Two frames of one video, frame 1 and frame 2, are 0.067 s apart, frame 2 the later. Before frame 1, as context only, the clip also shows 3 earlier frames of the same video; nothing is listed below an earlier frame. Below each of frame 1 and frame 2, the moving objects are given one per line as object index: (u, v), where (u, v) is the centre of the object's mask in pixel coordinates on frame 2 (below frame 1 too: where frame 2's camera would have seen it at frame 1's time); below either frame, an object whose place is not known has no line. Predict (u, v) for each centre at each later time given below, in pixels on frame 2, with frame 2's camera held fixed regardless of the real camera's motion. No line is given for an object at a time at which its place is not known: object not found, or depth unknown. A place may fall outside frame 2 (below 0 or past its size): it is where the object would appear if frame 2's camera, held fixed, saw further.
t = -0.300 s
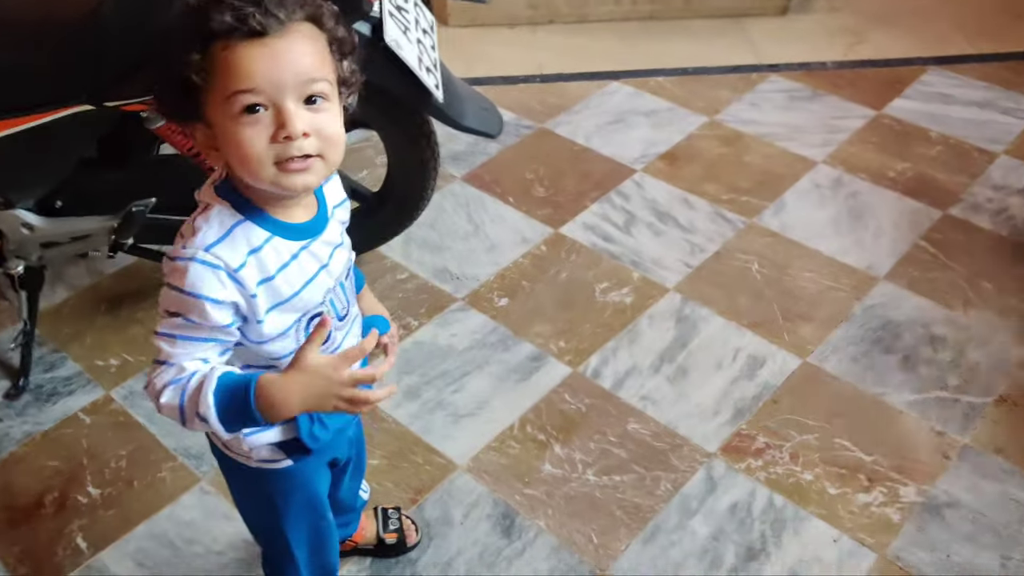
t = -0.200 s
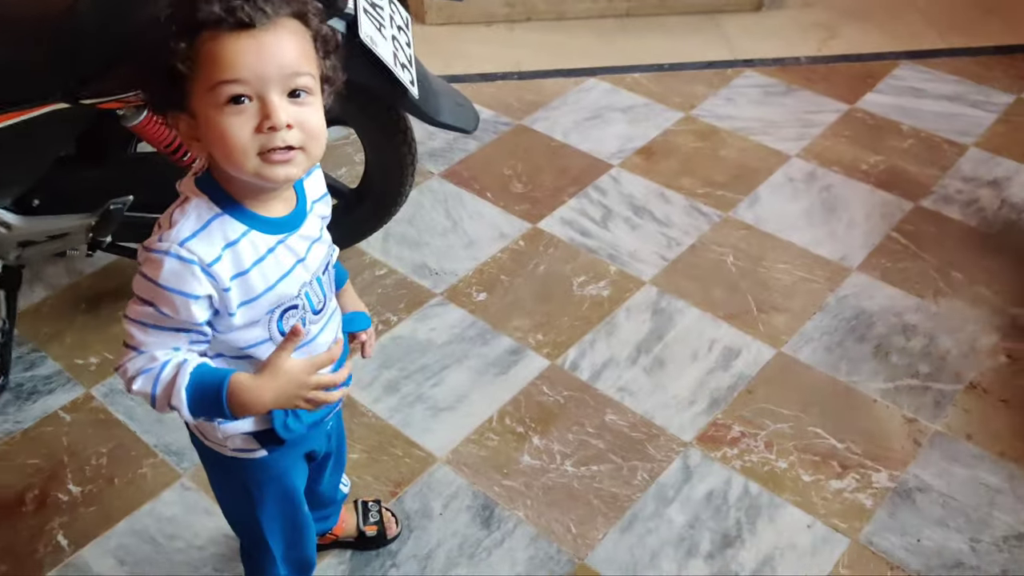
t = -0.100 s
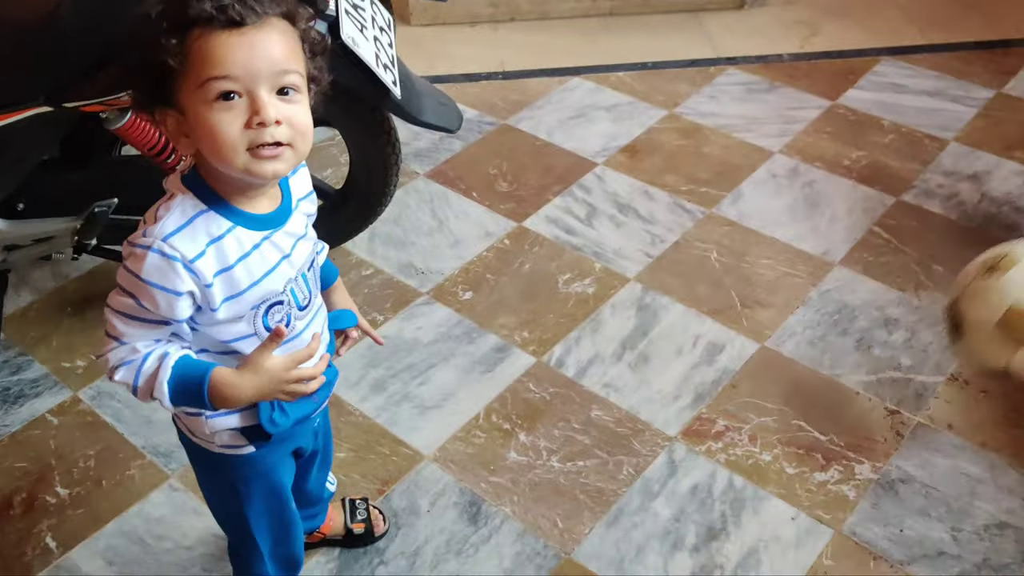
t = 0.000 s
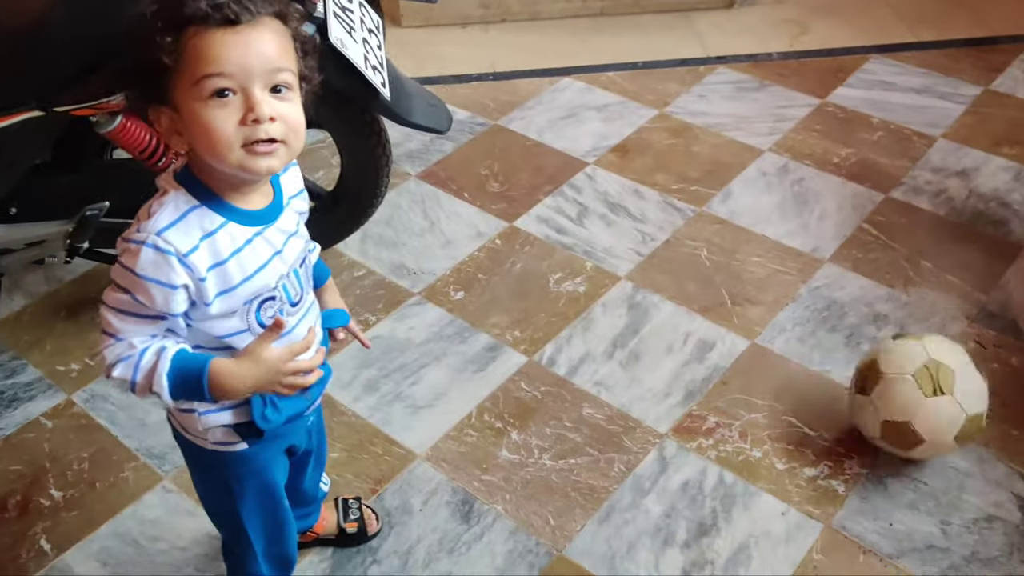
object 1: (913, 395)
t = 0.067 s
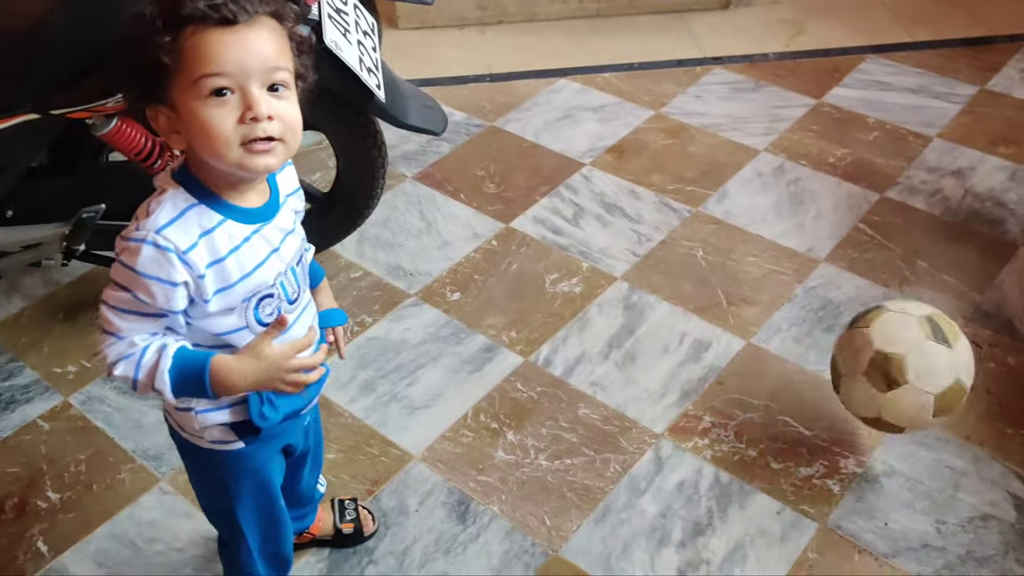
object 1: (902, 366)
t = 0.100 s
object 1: (893, 358)
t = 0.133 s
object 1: (882, 355)
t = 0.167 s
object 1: (870, 356)
